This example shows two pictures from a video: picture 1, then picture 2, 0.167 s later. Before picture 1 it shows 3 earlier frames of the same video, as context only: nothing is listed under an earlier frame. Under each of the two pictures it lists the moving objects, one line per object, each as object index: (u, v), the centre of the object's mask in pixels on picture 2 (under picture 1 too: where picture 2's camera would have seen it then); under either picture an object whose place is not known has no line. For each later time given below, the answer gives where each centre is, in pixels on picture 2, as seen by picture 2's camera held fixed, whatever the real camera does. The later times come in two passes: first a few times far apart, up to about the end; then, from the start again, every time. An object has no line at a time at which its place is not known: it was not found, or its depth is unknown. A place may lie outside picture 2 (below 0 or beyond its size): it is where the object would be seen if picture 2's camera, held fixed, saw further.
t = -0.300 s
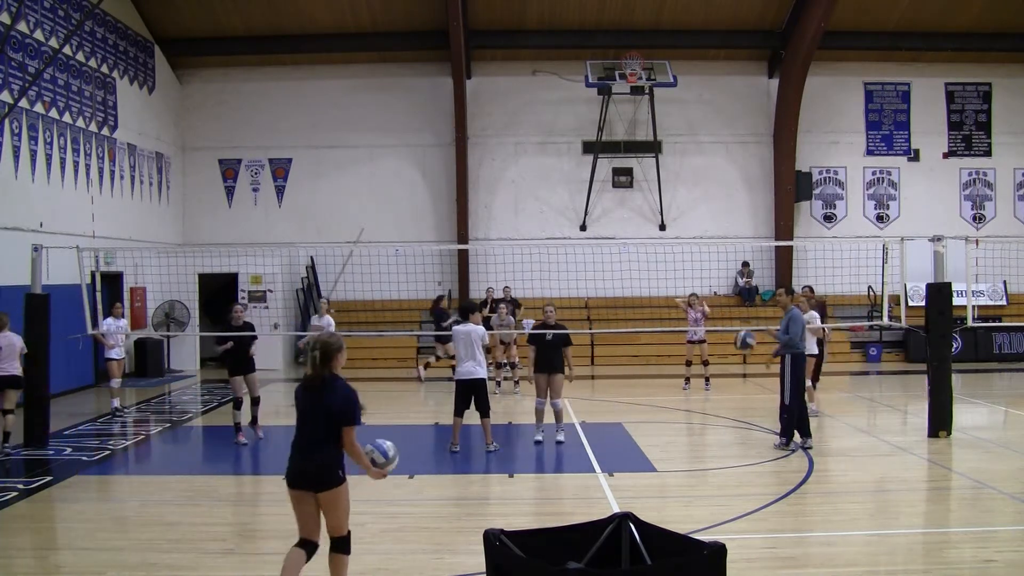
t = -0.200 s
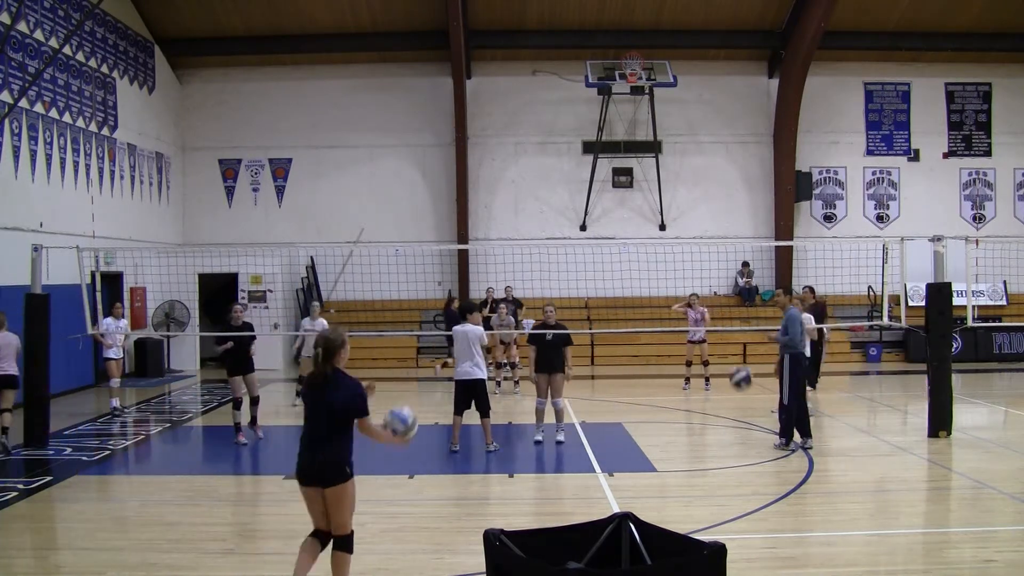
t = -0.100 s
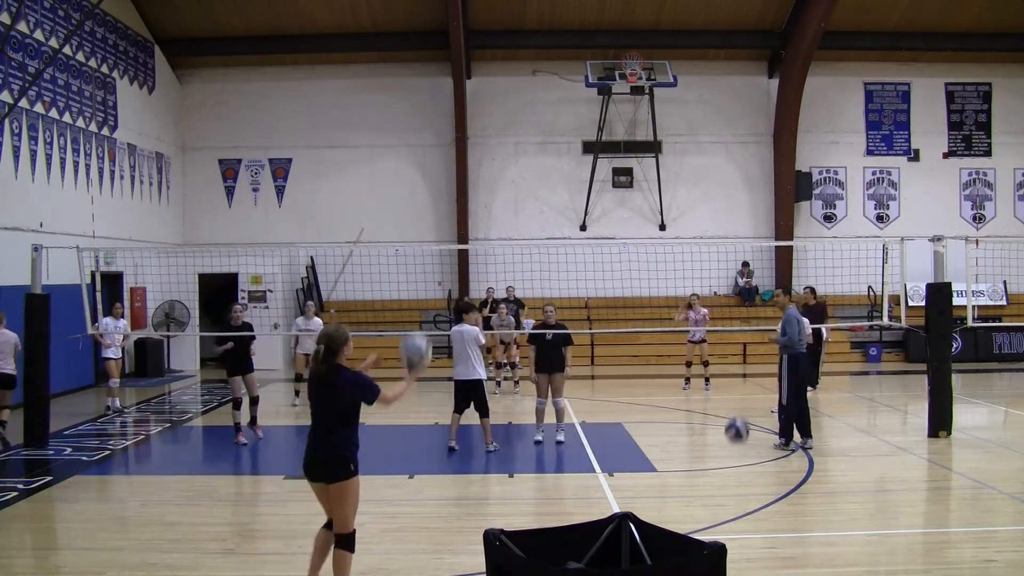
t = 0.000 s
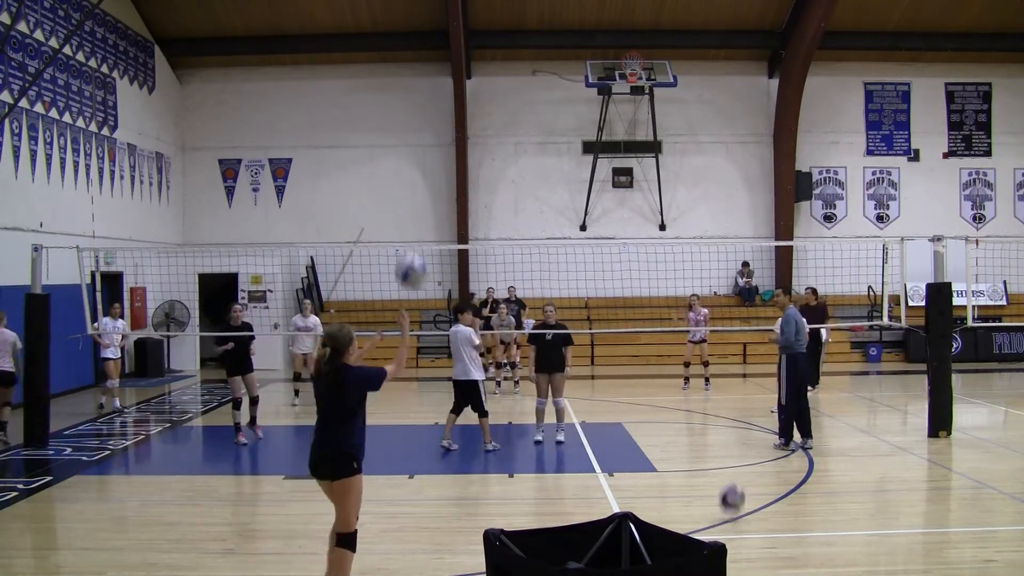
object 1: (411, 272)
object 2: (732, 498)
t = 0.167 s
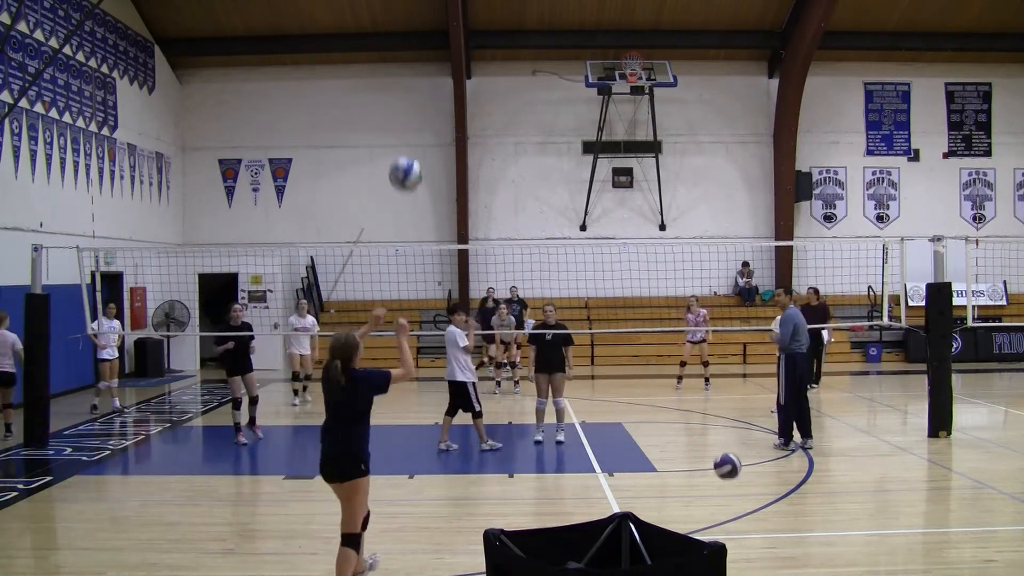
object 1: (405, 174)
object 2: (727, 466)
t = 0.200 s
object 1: (404, 160)
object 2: (726, 459)
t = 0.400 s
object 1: (399, 114)
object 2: (721, 446)
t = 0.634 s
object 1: (393, 138)
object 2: (713, 502)
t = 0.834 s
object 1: (388, 227)
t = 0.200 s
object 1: (404, 160)
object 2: (726, 459)
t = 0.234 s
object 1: (404, 148)
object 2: (726, 453)
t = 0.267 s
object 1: (403, 138)
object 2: (725, 449)
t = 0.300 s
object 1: (402, 129)
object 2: (724, 446)
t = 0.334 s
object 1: (401, 121)
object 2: (723, 444)
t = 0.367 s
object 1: (400, 117)
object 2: (722, 445)
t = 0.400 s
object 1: (399, 114)
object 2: (721, 446)
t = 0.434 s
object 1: (398, 112)
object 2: (720, 449)
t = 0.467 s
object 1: (398, 112)
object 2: (719, 454)
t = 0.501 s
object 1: (397, 114)
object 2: (718, 460)
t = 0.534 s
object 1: (396, 117)
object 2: (717, 468)
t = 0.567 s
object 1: (395, 123)
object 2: (716, 478)
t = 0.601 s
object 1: (394, 129)
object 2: (715, 489)
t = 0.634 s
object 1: (393, 138)
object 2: (713, 502)
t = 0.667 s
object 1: (392, 149)
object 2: (712, 517)
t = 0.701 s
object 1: (392, 161)
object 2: (711, 531)
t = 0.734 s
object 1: (391, 175)
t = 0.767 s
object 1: (390, 190)
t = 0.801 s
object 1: (389, 209)
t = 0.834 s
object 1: (388, 227)
